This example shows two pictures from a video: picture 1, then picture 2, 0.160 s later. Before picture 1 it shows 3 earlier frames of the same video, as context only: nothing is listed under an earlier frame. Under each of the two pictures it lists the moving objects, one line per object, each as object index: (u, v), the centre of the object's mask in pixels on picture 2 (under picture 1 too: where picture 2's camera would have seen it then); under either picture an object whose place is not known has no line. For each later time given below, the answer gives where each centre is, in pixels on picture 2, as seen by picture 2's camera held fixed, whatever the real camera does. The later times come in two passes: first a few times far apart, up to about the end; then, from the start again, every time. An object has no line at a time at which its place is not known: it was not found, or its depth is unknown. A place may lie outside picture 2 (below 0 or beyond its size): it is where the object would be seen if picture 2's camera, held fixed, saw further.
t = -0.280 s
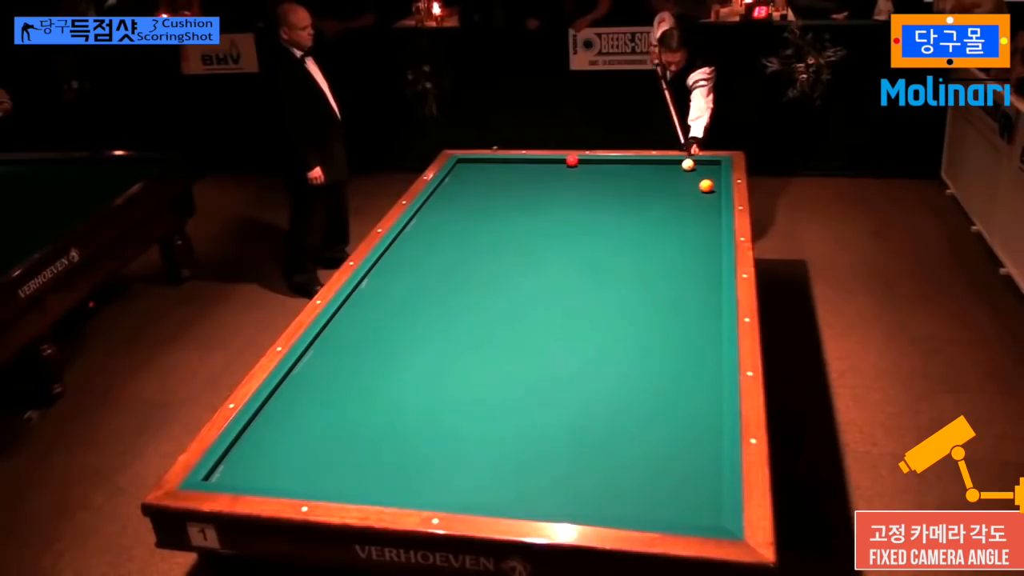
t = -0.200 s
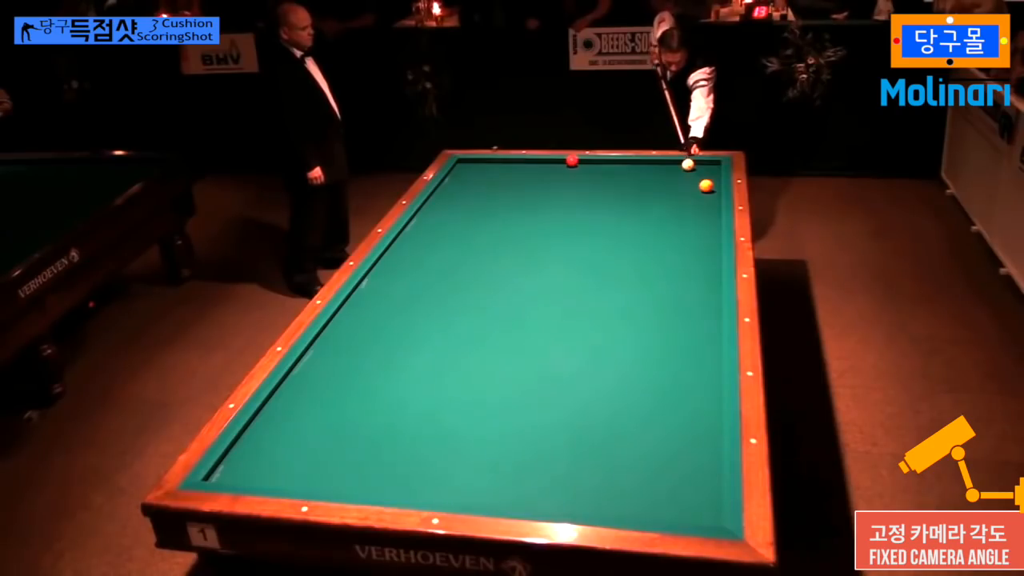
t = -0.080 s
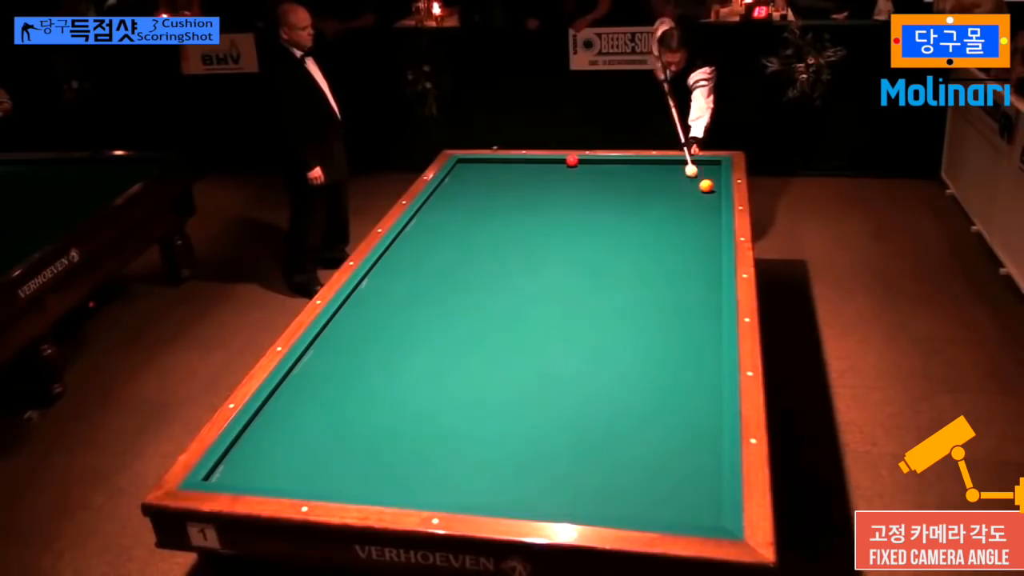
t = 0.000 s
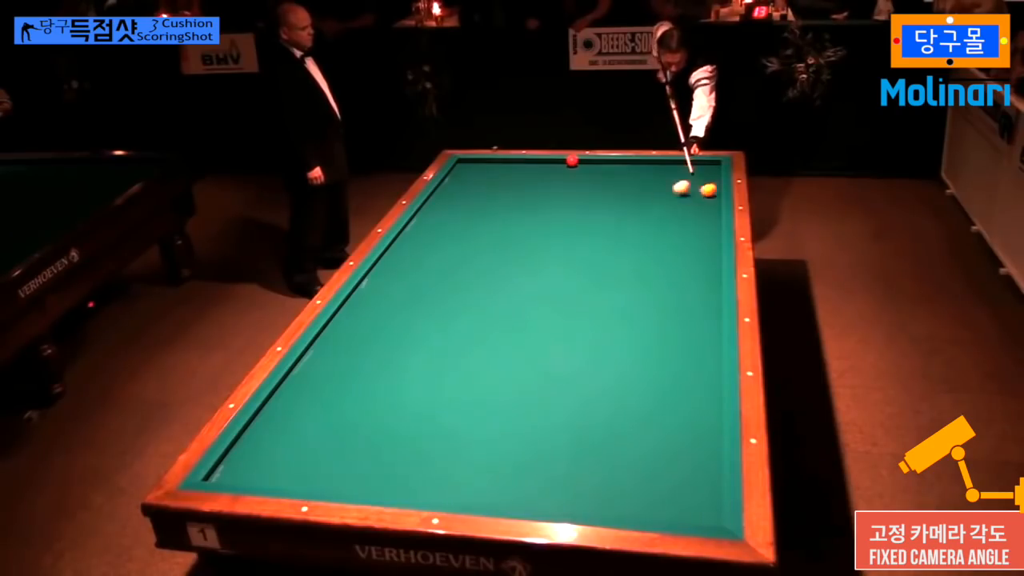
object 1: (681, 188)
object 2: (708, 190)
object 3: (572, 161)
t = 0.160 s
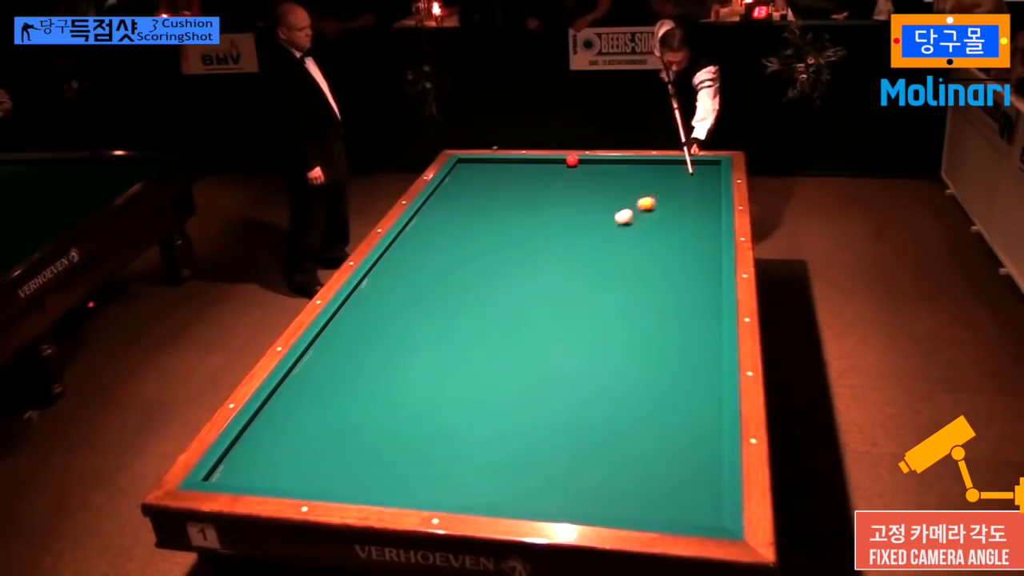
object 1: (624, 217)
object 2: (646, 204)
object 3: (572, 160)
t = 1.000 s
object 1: (295, 398)
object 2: (382, 267)
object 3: (572, 161)
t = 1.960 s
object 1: (529, 344)
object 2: (494, 327)
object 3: (572, 161)
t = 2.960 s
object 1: (683, 240)
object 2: (626, 408)
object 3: (572, 161)
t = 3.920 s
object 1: (603, 175)
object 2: (667, 486)
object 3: (572, 160)
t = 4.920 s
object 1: (541, 185)
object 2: (577, 484)
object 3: (545, 161)
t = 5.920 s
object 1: (480, 220)
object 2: (515, 449)
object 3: (515, 162)
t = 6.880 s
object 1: (417, 255)
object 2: (472, 425)
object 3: (495, 163)
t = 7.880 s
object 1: (361, 292)
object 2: (440, 408)
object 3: (483, 164)
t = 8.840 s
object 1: (353, 329)
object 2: (420, 396)
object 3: (480, 164)
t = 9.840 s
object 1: (345, 366)
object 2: (408, 390)
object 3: (479, 164)
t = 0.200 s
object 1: (609, 225)
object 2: (631, 207)
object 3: (572, 160)
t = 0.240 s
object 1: (593, 232)
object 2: (616, 210)
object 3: (572, 161)
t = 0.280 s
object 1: (578, 240)
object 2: (602, 213)
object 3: (572, 161)
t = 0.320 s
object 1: (563, 248)
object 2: (588, 216)
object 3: (572, 161)
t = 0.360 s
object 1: (549, 255)
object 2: (575, 219)
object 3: (572, 161)
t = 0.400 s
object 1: (534, 263)
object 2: (562, 223)
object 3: (572, 161)
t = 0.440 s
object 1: (519, 270)
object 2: (549, 225)
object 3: (572, 160)
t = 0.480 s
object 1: (504, 279)
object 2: (536, 228)
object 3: (572, 160)
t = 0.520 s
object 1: (490, 286)
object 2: (524, 231)
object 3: (572, 160)
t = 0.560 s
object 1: (476, 294)
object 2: (512, 234)
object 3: (572, 160)
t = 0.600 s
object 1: (461, 303)
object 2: (500, 237)
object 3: (572, 160)
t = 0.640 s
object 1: (447, 311)
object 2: (487, 240)
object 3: (572, 160)
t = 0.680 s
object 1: (432, 319)
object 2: (475, 243)
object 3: (572, 160)
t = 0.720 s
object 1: (417, 328)
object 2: (462, 246)
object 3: (572, 160)
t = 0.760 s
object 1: (401, 337)
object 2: (449, 249)
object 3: (572, 161)
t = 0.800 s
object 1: (384, 347)
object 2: (436, 252)
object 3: (572, 161)
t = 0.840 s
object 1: (367, 356)
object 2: (423, 255)
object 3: (572, 161)
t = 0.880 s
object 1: (350, 366)
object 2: (409, 259)
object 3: (572, 161)
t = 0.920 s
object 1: (332, 377)
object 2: (396, 262)
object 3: (572, 161)
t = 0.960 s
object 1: (313, 387)
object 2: (382, 265)
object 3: (572, 161)
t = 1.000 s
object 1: (295, 398)
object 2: (382, 267)
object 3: (572, 161)
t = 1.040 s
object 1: (275, 409)
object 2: (390, 270)
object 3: (572, 161)
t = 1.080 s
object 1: (257, 422)
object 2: (397, 272)
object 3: (572, 161)
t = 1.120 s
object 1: (255, 437)
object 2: (403, 274)
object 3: (572, 161)
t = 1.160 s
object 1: (253, 452)
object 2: (409, 276)
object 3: (572, 161)
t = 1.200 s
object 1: (249, 468)
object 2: (413, 278)
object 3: (572, 160)
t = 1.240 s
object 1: (254, 475)
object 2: (418, 281)
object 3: (572, 161)
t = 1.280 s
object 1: (275, 465)
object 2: (422, 283)
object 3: (572, 161)
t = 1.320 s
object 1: (296, 453)
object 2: (426, 286)
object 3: (572, 161)
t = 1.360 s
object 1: (316, 443)
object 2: (430, 288)
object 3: (572, 161)
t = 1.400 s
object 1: (334, 433)
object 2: (434, 290)
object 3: (572, 161)
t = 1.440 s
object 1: (352, 425)
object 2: (438, 293)
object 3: (572, 161)
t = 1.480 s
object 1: (369, 416)
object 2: (442, 295)
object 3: (572, 161)
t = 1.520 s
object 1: (384, 409)
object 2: (446, 298)
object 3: (572, 161)
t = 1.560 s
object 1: (400, 402)
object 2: (451, 300)
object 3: (572, 161)
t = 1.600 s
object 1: (414, 395)
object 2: (455, 303)
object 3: (572, 161)
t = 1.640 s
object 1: (428, 389)
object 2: (459, 305)
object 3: (572, 161)
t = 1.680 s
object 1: (442, 383)
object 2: (463, 308)
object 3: (572, 161)
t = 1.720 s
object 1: (455, 377)
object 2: (467, 310)
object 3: (572, 161)
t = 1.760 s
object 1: (468, 371)
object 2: (472, 313)
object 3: (572, 161)
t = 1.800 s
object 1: (481, 366)
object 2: (476, 316)
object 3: (572, 161)
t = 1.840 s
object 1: (493, 360)
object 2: (480, 319)
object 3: (572, 161)
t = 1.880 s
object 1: (506, 355)
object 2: (485, 321)
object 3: (572, 161)
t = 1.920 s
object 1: (518, 349)
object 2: (489, 324)
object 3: (572, 161)
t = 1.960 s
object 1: (529, 344)
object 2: (494, 327)
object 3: (572, 161)
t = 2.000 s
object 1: (541, 339)
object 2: (499, 330)
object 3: (572, 160)
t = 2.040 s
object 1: (552, 334)
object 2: (503, 332)
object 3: (572, 161)
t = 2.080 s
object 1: (563, 329)
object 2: (508, 336)
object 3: (572, 161)
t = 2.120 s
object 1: (574, 324)
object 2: (513, 338)
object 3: (572, 161)
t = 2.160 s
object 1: (585, 320)
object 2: (518, 341)
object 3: (572, 161)
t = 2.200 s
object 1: (596, 315)
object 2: (522, 345)
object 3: (572, 160)
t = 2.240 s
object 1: (606, 310)
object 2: (527, 347)
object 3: (572, 160)
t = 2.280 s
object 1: (617, 306)
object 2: (532, 351)
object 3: (572, 160)
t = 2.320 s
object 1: (627, 301)
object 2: (537, 354)
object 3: (572, 160)
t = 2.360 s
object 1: (637, 297)
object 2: (542, 356)
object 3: (572, 160)
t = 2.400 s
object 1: (647, 293)
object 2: (548, 360)
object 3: (572, 161)
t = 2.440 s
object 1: (656, 288)
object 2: (553, 363)
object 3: (572, 161)
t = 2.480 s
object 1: (666, 284)
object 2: (558, 366)
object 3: (572, 161)
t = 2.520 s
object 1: (675, 280)
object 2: (563, 369)
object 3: (572, 161)
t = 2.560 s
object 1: (684, 276)
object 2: (569, 373)
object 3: (572, 161)
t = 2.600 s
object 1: (693, 272)
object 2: (574, 376)
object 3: (572, 161)
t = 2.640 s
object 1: (701, 269)
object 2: (579, 379)
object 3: (572, 161)
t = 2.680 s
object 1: (710, 265)
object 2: (585, 383)
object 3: (572, 161)
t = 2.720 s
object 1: (713, 261)
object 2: (590, 386)
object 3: (572, 161)
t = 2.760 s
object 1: (706, 257)
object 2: (596, 390)
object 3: (572, 161)
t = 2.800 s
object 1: (701, 253)
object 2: (602, 393)
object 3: (572, 161)
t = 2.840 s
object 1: (695, 250)
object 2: (608, 397)
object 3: (572, 161)
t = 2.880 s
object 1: (691, 246)
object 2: (614, 401)
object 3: (572, 161)
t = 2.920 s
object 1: (687, 243)
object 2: (620, 404)
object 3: (572, 161)
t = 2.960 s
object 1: (683, 240)
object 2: (626, 408)
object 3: (572, 161)
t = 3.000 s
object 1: (678, 236)
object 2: (632, 412)
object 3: (572, 161)
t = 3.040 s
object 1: (674, 233)
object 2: (638, 415)
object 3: (572, 161)
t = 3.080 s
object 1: (670, 229)
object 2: (644, 419)
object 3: (572, 161)
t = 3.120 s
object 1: (667, 226)
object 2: (650, 423)
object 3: (572, 161)
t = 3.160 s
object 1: (663, 223)
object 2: (657, 427)
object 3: (572, 161)
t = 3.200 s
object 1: (659, 220)
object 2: (663, 431)
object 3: (572, 161)
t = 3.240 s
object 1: (656, 217)
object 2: (670, 435)
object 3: (572, 161)
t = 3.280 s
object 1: (652, 215)
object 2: (676, 439)
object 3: (572, 161)
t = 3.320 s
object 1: (648, 212)
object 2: (683, 443)
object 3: (572, 161)
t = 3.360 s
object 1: (645, 209)
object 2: (689, 447)
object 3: (572, 161)
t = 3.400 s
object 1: (642, 206)
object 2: (696, 451)
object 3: (572, 161)
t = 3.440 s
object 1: (638, 203)
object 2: (703, 456)
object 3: (572, 161)
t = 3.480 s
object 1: (635, 201)
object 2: (709, 459)
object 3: (572, 161)
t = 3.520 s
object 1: (632, 198)
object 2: (710, 463)
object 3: (572, 161)
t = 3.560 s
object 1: (629, 195)
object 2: (705, 465)
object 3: (572, 161)
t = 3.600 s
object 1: (626, 193)
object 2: (701, 468)
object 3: (572, 161)
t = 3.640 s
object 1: (623, 191)
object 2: (697, 471)
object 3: (572, 161)
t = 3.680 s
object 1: (620, 188)
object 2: (693, 473)
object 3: (572, 161)
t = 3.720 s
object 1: (617, 186)
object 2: (688, 474)
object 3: (572, 161)
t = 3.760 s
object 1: (614, 184)
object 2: (685, 478)
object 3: (572, 161)
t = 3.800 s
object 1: (611, 181)
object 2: (680, 479)
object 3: (572, 161)
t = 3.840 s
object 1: (608, 179)
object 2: (676, 481)
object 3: (572, 161)
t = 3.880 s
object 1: (605, 177)
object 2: (672, 484)
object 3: (572, 161)
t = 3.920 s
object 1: (603, 175)
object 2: (667, 486)
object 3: (572, 160)
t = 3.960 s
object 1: (600, 172)
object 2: (664, 489)
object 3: (572, 161)
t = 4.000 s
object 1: (597, 171)
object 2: (659, 491)
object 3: (572, 161)
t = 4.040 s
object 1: (595, 169)
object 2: (655, 494)
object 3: (572, 161)
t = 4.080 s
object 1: (592, 166)
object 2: (651, 496)
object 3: (572, 161)
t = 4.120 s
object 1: (590, 164)
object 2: (647, 499)
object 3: (572, 161)
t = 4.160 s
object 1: (587, 162)
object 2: (643, 501)
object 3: (572, 161)
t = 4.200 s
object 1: (584, 161)
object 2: (639, 503)
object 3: (572, 161)
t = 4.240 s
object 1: (581, 163)
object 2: (635, 505)
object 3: (570, 160)
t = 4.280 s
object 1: (579, 164)
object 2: (631, 507)
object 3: (568, 160)
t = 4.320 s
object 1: (577, 166)
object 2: (626, 509)
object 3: (566, 160)
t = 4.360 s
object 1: (574, 167)
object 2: (623, 508)
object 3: (565, 160)
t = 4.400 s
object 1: (572, 168)
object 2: (619, 506)
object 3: (563, 160)
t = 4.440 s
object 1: (569, 170)
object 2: (616, 505)
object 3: (562, 160)
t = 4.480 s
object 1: (568, 171)
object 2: (613, 504)
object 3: (560, 161)
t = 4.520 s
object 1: (565, 172)
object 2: (609, 502)
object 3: (559, 161)
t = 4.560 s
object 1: (563, 173)
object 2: (606, 499)
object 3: (557, 161)
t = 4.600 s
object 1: (561, 175)
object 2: (602, 497)
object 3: (556, 161)
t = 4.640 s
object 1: (558, 176)
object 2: (599, 496)
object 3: (554, 161)
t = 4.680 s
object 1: (556, 177)
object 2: (596, 494)
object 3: (553, 162)
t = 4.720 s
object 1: (554, 179)
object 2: (593, 492)
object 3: (552, 161)
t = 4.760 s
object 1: (551, 180)
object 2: (589, 490)
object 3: (550, 161)
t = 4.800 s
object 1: (549, 181)
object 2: (586, 489)
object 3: (548, 161)
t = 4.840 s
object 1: (547, 183)
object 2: (583, 487)
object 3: (547, 161)
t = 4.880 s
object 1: (544, 184)
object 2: (580, 485)
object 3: (546, 161)
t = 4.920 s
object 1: (541, 185)
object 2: (577, 484)
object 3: (545, 161)
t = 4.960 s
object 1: (539, 186)
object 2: (575, 482)
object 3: (543, 161)
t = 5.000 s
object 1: (537, 188)
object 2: (572, 480)
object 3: (542, 161)
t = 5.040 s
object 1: (534, 189)
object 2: (569, 479)
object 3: (540, 161)
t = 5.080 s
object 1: (532, 191)
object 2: (566, 477)
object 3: (539, 161)
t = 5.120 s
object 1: (530, 192)
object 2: (564, 476)
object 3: (538, 161)
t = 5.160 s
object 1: (527, 193)
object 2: (561, 474)
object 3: (537, 161)
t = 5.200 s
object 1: (525, 195)
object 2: (558, 473)
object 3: (535, 161)
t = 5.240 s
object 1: (522, 196)
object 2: (556, 471)
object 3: (534, 161)
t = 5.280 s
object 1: (520, 197)
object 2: (553, 469)
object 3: (533, 162)
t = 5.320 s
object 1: (517, 199)
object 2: (550, 468)
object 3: (532, 161)
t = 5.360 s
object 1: (515, 200)
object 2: (548, 467)
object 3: (530, 161)
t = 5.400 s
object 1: (512, 201)
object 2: (545, 465)
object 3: (529, 162)
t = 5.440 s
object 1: (510, 203)
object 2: (543, 464)
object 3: (528, 162)
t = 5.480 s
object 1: (507, 204)
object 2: (540, 463)
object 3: (527, 162)
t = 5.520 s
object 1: (505, 206)
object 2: (538, 462)
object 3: (526, 161)
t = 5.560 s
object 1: (502, 207)
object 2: (536, 460)
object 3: (525, 161)
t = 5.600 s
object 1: (500, 208)
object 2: (533, 459)
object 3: (524, 162)
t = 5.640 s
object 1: (497, 210)
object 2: (531, 458)
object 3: (522, 162)
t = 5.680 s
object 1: (495, 211)
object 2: (529, 456)
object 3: (521, 162)
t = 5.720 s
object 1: (492, 213)
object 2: (526, 455)
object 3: (520, 162)
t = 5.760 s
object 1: (490, 214)
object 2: (524, 453)
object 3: (519, 162)
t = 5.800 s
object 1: (487, 215)
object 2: (522, 452)
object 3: (518, 162)
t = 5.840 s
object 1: (485, 217)
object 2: (520, 451)
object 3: (517, 162)
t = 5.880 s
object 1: (482, 218)
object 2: (517, 450)
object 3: (516, 162)
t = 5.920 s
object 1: (480, 220)
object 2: (515, 449)
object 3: (515, 162)
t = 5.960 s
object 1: (477, 221)
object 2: (513, 448)
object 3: (514, 162)
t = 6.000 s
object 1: (475, 223)
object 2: (511, 447)
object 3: (513, 162)
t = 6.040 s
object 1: (472, 224)
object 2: (509, 445)
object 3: (512, 162)
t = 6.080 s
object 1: (469, 226)
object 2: (507, 444)
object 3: (511, 162)
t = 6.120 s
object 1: (467, 227)
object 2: (505, 443)
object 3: (510, 162)
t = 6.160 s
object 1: (464, 228)
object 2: (503, 442)
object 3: (509, 162)
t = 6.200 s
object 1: (462, 230)
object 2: (501, 441)
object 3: (508, 163)
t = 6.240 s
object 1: (459, 231)
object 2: (499, 440)
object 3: (508, 162)
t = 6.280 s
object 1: (457, 233)
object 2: (497, 439)
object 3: (507, 162)
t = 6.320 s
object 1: (454, 234)
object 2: (496, 438)
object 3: (506, 163)
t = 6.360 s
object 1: (451, 236)
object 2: (494, 437)
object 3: (505, 163)
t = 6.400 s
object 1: (449, 237)
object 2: (492, 436)
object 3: (504, 163)
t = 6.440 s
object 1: (446, 238)
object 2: (490, 435)
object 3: (503, 163)
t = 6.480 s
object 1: (444, 240)
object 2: (488, 434)
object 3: (502, 163)
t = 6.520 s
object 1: (441, 242)
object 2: (486, 433)
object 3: (502, 163)
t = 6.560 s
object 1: (438, 243)
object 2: (485, 432)
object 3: (501, 163)
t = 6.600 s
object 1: (436, 244)
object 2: (483, 431)
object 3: (500, 163)
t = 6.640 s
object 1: (433, 246)
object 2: (482, 430)
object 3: (499, 163)
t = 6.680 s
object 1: (431, 247)
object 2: (480, 430)
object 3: (499, 163)
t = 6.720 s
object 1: (428, 249)
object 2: (478, 429)
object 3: (498, 163)
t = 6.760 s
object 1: (425, 250)
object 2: (477, 428)
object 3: (497, 163)
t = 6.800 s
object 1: (423, 252)
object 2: (475, 427)
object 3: (497, 163)
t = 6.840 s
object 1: (420, 253)
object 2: (473, 426)
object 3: (496, 163)
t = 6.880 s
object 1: (417, 255)
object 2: (472, 425)
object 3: (495, 163)
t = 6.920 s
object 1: (415, 256)
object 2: (470, 424)
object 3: (495, 163)
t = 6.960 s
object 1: (412, 258)
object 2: (469, 424)
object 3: (494, 163)
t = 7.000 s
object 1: (409, 259)
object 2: (467, 422)
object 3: (493, 163)
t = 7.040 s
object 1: (406, 261)
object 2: (466, 422)
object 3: (493, 163)
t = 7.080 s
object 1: (404, 262)
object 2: (464, 421)
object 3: (492, 163)
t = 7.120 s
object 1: (401, 264)
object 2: (463, 420)
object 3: (492, 163)
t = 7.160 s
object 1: (398, 265)
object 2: (462, 420)
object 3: (491, 163)
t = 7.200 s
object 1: (396, 267)
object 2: (460, 419)
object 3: (490, 163)
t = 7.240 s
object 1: (393, 268)
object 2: (459, 418)
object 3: (490, 163)
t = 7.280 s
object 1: (390, 270)
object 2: (457, 417)
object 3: (489, 163)
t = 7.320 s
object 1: (388, 271)
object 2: (456, 417)
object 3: (489, 163)
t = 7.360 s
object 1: (385, 273)
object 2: (455, 416)
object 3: (489, 163)
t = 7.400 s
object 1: (382, 274)
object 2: (454, 415)
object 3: (488, 163)
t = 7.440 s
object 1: (379, 276)
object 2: (452, 415)
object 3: (488, 163)
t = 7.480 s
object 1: (377, 278)
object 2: (451, 414)
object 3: (487, 163)
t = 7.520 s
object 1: (374, 279)
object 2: (450, 413)
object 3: (487, 163)
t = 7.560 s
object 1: (371, 280)
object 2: (449, 412)
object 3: (486, 164)
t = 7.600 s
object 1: (368, 282)
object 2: (448, 412)
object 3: (486, 163)
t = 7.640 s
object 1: (366, 283)
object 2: (446, 411)
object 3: (485, 163)
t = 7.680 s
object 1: (363, 285)
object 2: (445, 411)
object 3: (485, 163)
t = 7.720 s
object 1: (362, 286)
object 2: (444, 410)
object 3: (485, 163)
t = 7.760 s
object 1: (362, 288)
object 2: (443, 410)
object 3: (484, 163)
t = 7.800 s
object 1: (362, 289)
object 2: (442, 409)
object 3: (484, 164)
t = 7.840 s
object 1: (361, 291)
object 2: (441, 409)
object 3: (484, 164)
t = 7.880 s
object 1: (361, 292)
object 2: (440, 408)
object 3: (483, 164)
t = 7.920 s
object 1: (361, 294)
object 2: (439, 407)
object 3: (483, 164)
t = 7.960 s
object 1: (360, 295)
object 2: (438, 407)
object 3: (483, 164)
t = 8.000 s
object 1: (360, 297)
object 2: (437, 406)
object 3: (482, 164)
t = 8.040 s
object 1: (360, 298)
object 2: (436, 405)
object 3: (482, 164)
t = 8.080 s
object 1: (359, 300)
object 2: (435, 405)
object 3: (482, 164)
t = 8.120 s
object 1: (359, 301)
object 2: (434, 404)
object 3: (482, 164)
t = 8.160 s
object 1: (359, 303)
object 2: (433, 404)
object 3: (481, 164)
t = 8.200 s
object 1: (359, 304)
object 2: (432, 403)
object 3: (481, 164)
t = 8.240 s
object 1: (358, 306)
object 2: (432, 403)
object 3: (481, 164)
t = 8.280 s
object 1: (358, 307)
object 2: (431, 402)
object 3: (481, 164)
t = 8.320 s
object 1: (358, 309)
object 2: (430, 402)
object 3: (481, 164)
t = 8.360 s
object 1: (357, 310)
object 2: (429, 401)
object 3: (480, 164)
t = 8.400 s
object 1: (357, 312)
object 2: (428, 401)
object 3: (480, 164)
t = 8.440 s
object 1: (357, 313)
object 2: (427, 401)
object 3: (480, 164)
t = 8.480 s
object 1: (356, 315)
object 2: (426, 400)
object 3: (480, 164)
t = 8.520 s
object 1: (356, 317)
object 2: (426, 400)
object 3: (480, 164)
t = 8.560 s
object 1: (356, 318)
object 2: (425, 399)
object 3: (480, 164)
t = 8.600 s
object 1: (355, 319)
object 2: (424, 399)
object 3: (480, 164)
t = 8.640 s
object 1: (355, 321)
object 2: (423, 399)
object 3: (480, 164)
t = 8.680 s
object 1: (354, 323)
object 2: (423, 398)
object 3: (480, 164)
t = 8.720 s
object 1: (354, 324)
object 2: (422, 398)
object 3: (480, 164)
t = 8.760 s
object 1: (354, 325)
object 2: (421, 397)
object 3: (480, 164)
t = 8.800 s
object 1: (354, 327)
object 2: (421, 397)
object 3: (480, 164)
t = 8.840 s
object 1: (353, 329)
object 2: (420, 396)
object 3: (480, 164)
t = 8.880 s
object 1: (353, 330)
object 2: (419, 396)
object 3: (480, 164)
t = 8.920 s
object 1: (353, 332)
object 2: (419, 396)
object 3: (480, 164)
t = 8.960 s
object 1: (352, 333)
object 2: (418, 395)
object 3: (480, 164)
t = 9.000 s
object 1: (352, 335)
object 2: (417, 395)
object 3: (480, 164)
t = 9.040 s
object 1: (351, 336)
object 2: (417, 395)
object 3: (480, 164)
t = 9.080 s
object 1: (351, 338)
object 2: (416, 395)
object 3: (480, 164)
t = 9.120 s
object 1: (351, 339)
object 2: (416, 394)
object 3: (480, 164)
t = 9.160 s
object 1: (351, 341)
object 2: (415, 394)
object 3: (480, 164)
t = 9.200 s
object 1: (350, 342)
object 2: (415, 394)
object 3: (480, 164)
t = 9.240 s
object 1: (350, 344)
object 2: (414, 394)
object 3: (480, 164)
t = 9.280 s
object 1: (350, 345)
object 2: (414, 393)
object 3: (480, 164)
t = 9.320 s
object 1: (349, 347)
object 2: (413, 393)
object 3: (480, 164)
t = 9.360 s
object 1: (349, 348)
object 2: (413, 393)
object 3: (480, 164)
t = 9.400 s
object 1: (349, 349)
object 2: (412, 393)
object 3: (480, 164)
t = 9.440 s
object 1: (348, 351)
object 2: (412, 392)
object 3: (480, 164)
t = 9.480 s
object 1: (348, 353)
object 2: (411, 392)
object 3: (480, 164)
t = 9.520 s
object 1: (348, 354)
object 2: (411, 392)
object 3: (480, 164)
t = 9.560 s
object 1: (347, 355)
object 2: (410, 392)
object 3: (480, 164)
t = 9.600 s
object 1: (347, 357)
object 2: (410, 391)
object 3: (480, 164)
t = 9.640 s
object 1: (347, 359)
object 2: (410, 391)
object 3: (480, 164)
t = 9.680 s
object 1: (346, 360)
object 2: (409, 391)
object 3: (480, 164)
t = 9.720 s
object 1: (346, 361)
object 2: (409, 391)
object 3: (480, 164)
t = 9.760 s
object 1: (346, 363)
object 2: (409, 391)
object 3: (480, 164)
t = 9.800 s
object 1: (346, 364)
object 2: (408, 390)
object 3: (480, 164)
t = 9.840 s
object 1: (345, 366)
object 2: (408, 390)
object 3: (479, 164)
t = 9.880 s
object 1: (345, 367)
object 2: (408, 390)
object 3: (480, 164)
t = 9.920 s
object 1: (345, 369)
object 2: (408, 390)
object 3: (480, 164)
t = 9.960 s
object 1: (345, 370)
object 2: (407, 390)
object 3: (480, 164)
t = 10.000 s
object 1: (344, 372)
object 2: (407, 389)
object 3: (480, 164)
